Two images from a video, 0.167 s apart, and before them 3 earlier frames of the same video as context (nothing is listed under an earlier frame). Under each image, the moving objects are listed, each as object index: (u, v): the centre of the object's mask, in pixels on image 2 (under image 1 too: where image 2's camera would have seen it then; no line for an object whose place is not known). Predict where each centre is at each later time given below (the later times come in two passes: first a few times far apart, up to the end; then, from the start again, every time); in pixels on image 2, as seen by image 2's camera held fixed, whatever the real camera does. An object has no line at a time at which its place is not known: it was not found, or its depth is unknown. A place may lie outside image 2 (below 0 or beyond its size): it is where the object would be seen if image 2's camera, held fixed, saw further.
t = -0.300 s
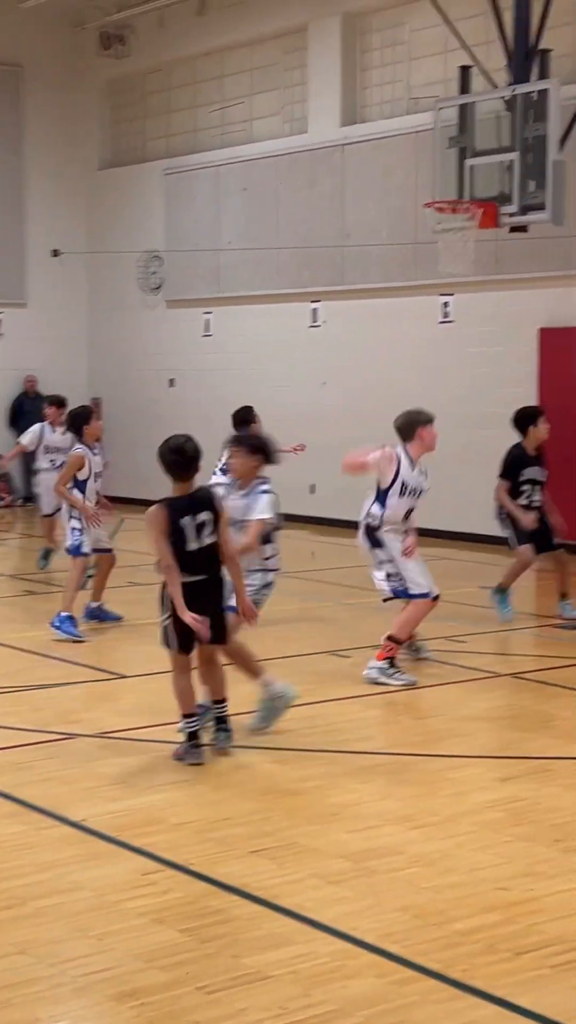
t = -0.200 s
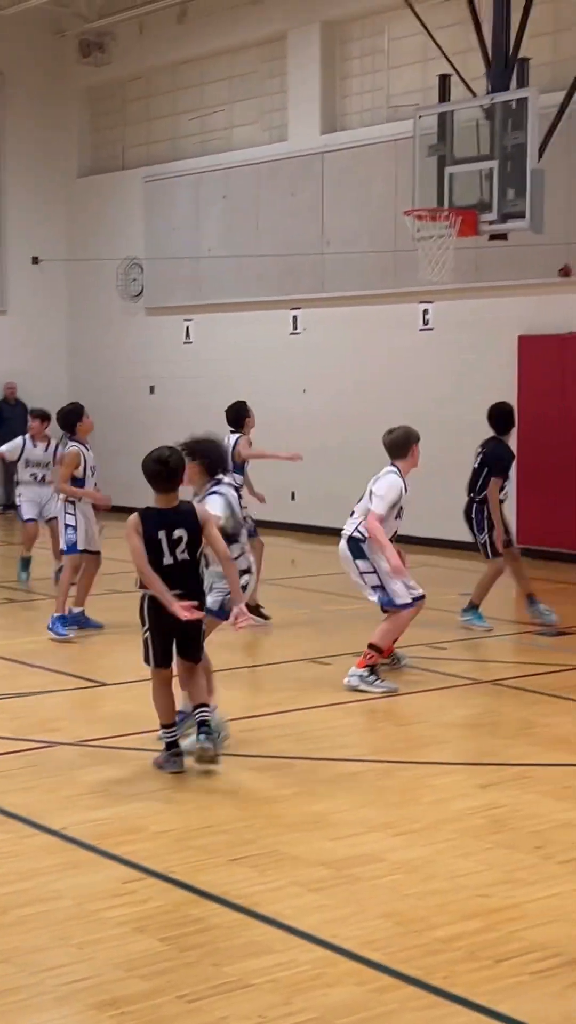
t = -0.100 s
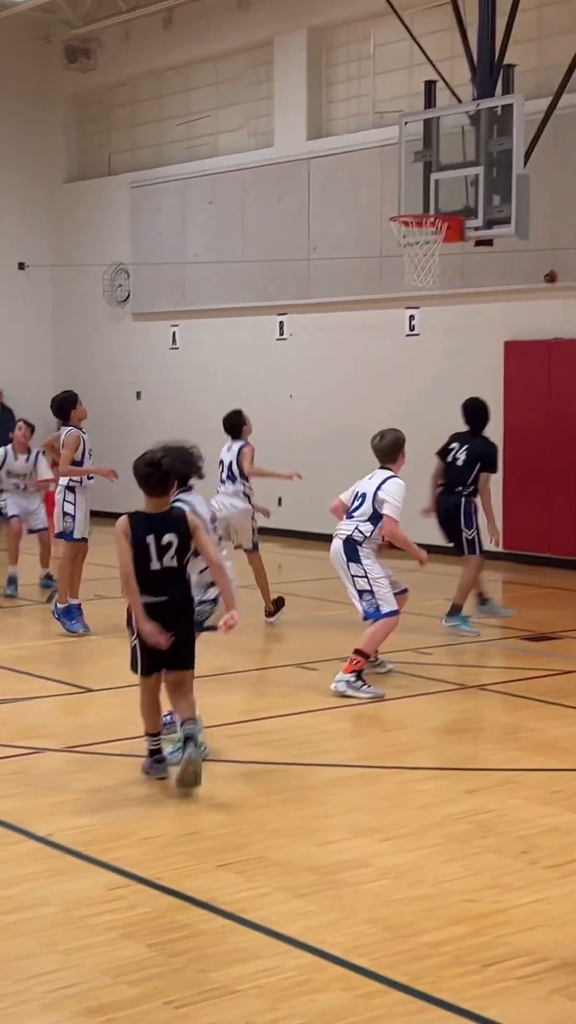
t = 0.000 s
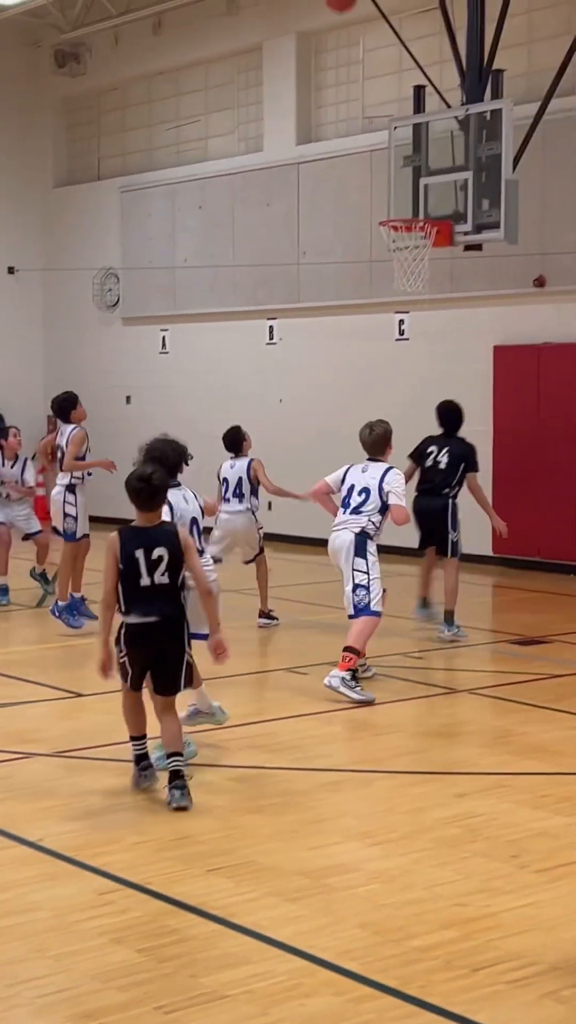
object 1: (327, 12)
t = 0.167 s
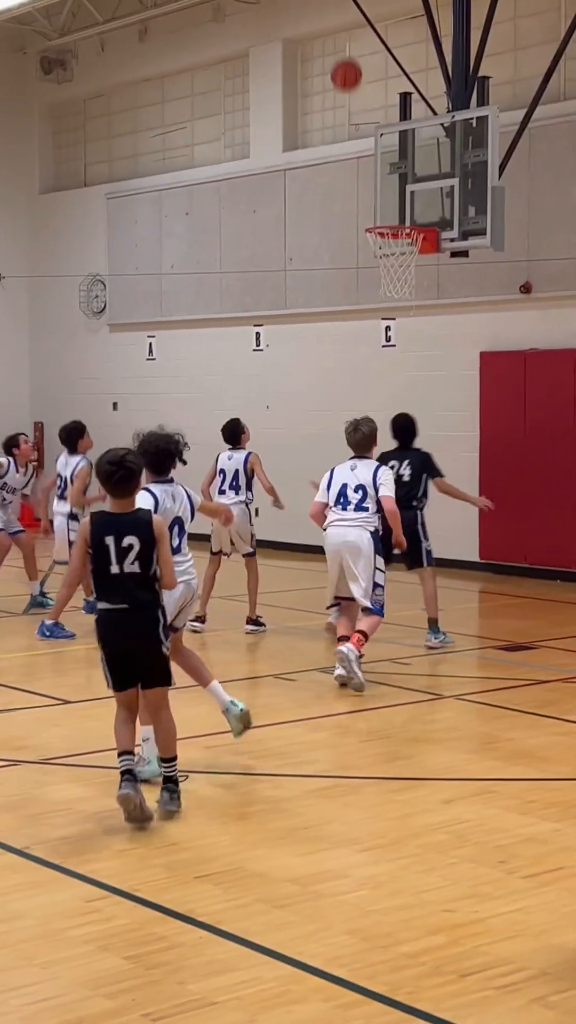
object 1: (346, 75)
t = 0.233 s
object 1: (354, 111)
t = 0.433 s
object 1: (375, 209)
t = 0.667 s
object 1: (379, 148)
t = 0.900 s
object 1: (339, 144)
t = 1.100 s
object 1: (304, 195)
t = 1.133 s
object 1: (299, 208)
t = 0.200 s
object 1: (350, 92)
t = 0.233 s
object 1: (354, 111)
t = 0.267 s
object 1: (357, 131)
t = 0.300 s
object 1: (360, 152)
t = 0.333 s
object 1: (364, 174)
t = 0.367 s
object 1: (367, 195)
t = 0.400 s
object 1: (370, 216)
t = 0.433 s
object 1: (375, 209)
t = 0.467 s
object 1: (380, 197)
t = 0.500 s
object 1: (384, 187)
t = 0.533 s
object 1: (390, 178)
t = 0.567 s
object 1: (394, 171)
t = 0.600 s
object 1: (389, 162)
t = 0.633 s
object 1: (384, 154)
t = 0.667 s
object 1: (379, 148)
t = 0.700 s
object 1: (373, 143)
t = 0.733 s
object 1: (368, 140)
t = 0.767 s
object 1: (362, 138)
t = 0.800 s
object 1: (356, 137)
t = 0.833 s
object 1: (351, 138)
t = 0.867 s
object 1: (345, 140)
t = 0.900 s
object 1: (339, 144)
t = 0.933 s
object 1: (334, 149)
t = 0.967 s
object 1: (328, 156)
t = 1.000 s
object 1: (322, 163)
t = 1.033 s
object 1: (316, 172)
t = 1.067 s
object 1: (310, 183)
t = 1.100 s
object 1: (304, 195)
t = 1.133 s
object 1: (299, 208)
